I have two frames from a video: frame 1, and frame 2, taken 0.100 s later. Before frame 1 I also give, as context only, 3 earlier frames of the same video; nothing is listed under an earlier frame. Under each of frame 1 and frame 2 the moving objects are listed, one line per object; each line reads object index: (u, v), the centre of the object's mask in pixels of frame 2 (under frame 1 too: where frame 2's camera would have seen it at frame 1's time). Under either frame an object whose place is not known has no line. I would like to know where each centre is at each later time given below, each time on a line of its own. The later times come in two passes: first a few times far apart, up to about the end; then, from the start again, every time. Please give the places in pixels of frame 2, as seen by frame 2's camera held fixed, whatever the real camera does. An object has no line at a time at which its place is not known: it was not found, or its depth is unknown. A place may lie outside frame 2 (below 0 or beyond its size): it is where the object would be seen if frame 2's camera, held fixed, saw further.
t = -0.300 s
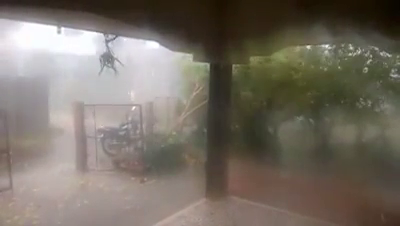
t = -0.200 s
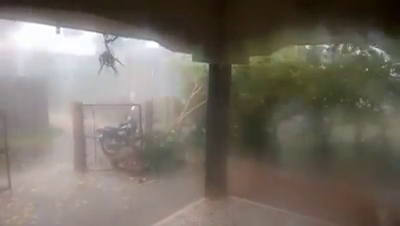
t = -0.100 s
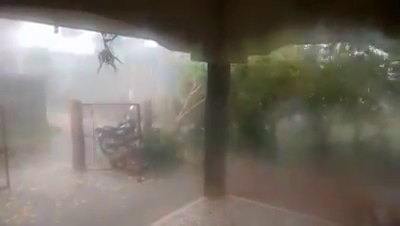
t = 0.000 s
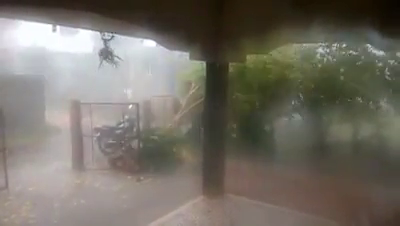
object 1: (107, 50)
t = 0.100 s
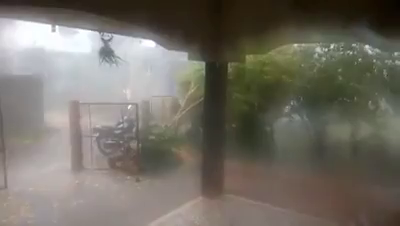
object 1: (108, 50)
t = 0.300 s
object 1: (105, 52)
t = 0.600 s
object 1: (100, 53)
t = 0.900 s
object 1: (100, 53)
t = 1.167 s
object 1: (104, 52)
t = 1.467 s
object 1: (105, 50)
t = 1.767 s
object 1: (99, 53)
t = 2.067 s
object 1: (98, 49)
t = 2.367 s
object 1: (103, 53)
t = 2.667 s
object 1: (104, 51)
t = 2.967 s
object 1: (104, 53)
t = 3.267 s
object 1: (104, 51)
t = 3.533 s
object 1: (103, 53)
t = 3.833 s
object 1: (102, 53)
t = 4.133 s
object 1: (104, 54)
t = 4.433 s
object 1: (100, 54)
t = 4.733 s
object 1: (99, 53)
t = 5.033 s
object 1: (103, 53)
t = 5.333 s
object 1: (104, 52)
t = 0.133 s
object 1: (108, 50)
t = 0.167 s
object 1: (108, 50)
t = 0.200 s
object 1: (107, 49)
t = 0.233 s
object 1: (107, 49)
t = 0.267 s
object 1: (106, 50)
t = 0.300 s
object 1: (105, 52)
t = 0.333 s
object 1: (105, 53)
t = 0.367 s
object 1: (105, 55)
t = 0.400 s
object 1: (104, 55)
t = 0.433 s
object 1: (103, 54)
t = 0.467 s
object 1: (103, 55)
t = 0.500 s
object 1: (102, 54)
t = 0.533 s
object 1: (102, 54)
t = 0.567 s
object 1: (101, 54)
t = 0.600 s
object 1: (100, 53)
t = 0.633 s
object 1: (100, 52)
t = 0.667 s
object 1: (99, 52)
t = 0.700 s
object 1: (99, 52)
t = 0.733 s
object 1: (99, 51)
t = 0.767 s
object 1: (99, 51)
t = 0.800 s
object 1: (99, 51)
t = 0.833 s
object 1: (98, 51)
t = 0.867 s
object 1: (99, 52)
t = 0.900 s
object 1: (100, 53)
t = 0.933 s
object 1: (100, 53)
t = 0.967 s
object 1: (101, 53)
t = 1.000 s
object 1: (101, 53)
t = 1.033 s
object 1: (102, 53)
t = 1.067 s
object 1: (103, 53)
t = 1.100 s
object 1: (103, 53)
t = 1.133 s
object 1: (104, 53)
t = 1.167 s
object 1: (104, 52)
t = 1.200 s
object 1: (104, 51)
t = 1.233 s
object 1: (104, 51)
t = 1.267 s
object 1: (105, 51)
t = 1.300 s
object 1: (105, 51)
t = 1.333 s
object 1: (105, 50)
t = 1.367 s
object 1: (105, 51)
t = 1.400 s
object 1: (105, 50)
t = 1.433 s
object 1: (105, 51)
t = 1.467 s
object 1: (105, 50)
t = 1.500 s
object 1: (104, 51)
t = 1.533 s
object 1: (104, 51)
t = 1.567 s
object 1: (103, 52)
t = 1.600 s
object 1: (103, 52)
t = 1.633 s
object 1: (103, 53)
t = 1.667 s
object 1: (101, 53)
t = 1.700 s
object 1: (100, 54)
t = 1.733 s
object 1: (99, 53)
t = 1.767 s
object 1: (99, 53)
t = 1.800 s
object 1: (98, 52)
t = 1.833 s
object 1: (97, 51)
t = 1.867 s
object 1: (97, 50)
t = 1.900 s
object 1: (96, 49)
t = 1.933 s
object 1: (96, 49)
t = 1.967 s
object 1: (97, 49)
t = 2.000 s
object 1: (97, 48)
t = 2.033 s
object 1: (97, 49)
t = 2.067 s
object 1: (98, 49)
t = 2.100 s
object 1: (99, 50)
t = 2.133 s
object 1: (100, 51)
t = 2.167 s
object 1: (100, 50)
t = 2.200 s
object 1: (101, 52)
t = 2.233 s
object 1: (101, 52)
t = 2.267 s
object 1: (102, 52)
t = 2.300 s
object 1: (102, 53)
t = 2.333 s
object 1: (103, 54)
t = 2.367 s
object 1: (103, 53)
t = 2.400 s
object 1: (103, 53)
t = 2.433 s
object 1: (104, 53)
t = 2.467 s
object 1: (104, 52)
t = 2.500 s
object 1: (104, 52)
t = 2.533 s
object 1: (105, 52)
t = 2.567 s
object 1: (105, 52)
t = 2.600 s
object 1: (104, 52)
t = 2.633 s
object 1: (104, 52)
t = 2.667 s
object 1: (104, 51)
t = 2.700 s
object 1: (104, 52)
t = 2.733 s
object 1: (104, 52)
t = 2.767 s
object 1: (105, 51)
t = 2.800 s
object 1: (105, 52)
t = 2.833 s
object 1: (105, 52)
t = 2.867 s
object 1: (105, 52)
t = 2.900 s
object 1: (105, 53)
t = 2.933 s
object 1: (105, 53)
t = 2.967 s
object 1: (104, 53)
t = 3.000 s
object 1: (105, 53)
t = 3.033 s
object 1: (105, 52)
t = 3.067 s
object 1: (104, 51)
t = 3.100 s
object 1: (104, 51)
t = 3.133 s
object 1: (104, 50)
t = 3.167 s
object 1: (104, 49)
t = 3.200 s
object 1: (105, 49)
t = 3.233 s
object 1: (104, 50)
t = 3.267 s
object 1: (104, 51)
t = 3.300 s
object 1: (105, 51)
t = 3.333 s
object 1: (105, 52)
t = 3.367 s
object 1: (103, 52)
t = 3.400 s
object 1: (103, 52)
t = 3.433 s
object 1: (102, 53)
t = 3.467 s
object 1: (102, 53)
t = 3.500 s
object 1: (102, 53)
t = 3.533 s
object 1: (103, 53)
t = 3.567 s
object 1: (102, 54)
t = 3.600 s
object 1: (102, 53)
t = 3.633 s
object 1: (102, 54)
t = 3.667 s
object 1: (102, 53)
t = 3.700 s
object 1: (102, 54)
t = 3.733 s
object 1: (102, 54)
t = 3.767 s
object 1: (102, 53)
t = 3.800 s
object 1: (103, 53)
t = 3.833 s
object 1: (102, 53)
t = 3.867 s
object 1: (102, 54)
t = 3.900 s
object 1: (103, 54)
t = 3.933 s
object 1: (103, 53)
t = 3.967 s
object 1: (104, 54)
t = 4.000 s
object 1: (104, 54)
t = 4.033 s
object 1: (105, 54)
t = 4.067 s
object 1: (104, 54)
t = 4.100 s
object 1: (104, 53)
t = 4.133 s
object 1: (104, 54)
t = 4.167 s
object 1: (103, 53)
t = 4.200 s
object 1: (103, 53)
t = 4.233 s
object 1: (103, 54)
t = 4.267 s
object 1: (102, 53)
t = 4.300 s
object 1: (102, 53)
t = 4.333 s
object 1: (102, 53)
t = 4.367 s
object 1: (101, 53)
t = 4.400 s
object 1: (101, 53)
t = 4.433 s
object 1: (100, 54)
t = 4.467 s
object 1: (99, 53)
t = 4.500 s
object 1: (99, 54)
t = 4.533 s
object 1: (99, 53)
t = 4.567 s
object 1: (99, 54)
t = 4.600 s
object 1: (99, 53)
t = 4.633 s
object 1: (99, 53)
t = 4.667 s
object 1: (99, 52)
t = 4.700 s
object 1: (99, 53)
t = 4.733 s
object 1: (99, 53)
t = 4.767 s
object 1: (100, 53)
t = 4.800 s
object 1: (100, 52)
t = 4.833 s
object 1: (101, 53)
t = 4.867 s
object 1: (101, 53)
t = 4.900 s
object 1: (101, 53)
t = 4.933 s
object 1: (102, 53)
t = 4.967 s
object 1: (102, 53)
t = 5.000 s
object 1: (103, 53)
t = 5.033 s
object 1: (103, 53)
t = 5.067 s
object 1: (104, 53)
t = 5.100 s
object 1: (104, 52)
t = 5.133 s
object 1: (105, 52)
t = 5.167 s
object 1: (106, 53)
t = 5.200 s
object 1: (105, 52)
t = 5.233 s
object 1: (106, 53)
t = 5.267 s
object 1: (105, 53)
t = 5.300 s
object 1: (105, 53)
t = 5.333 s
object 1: (104, 52)
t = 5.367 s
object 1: (104, 52)
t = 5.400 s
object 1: (104, 52)
